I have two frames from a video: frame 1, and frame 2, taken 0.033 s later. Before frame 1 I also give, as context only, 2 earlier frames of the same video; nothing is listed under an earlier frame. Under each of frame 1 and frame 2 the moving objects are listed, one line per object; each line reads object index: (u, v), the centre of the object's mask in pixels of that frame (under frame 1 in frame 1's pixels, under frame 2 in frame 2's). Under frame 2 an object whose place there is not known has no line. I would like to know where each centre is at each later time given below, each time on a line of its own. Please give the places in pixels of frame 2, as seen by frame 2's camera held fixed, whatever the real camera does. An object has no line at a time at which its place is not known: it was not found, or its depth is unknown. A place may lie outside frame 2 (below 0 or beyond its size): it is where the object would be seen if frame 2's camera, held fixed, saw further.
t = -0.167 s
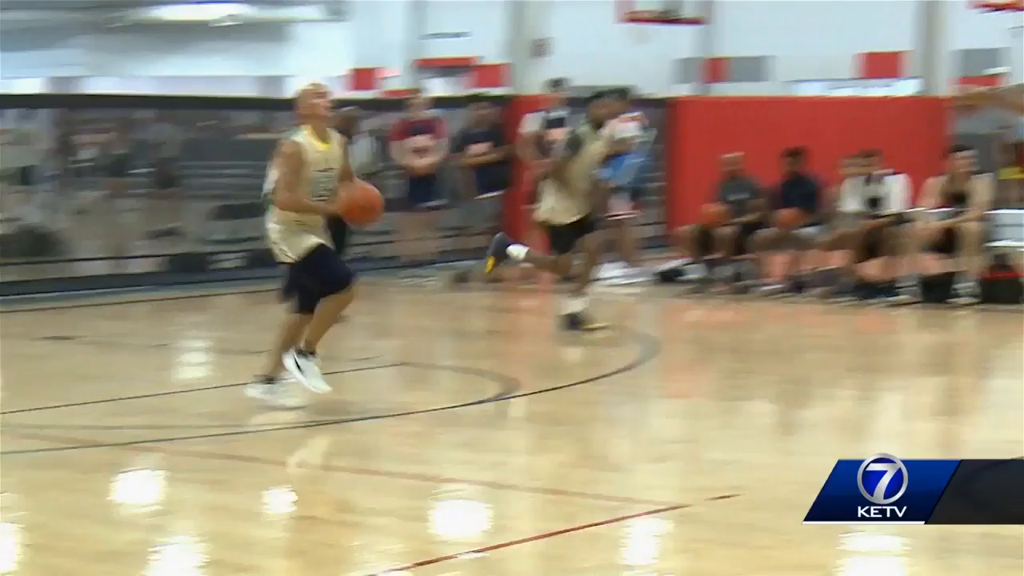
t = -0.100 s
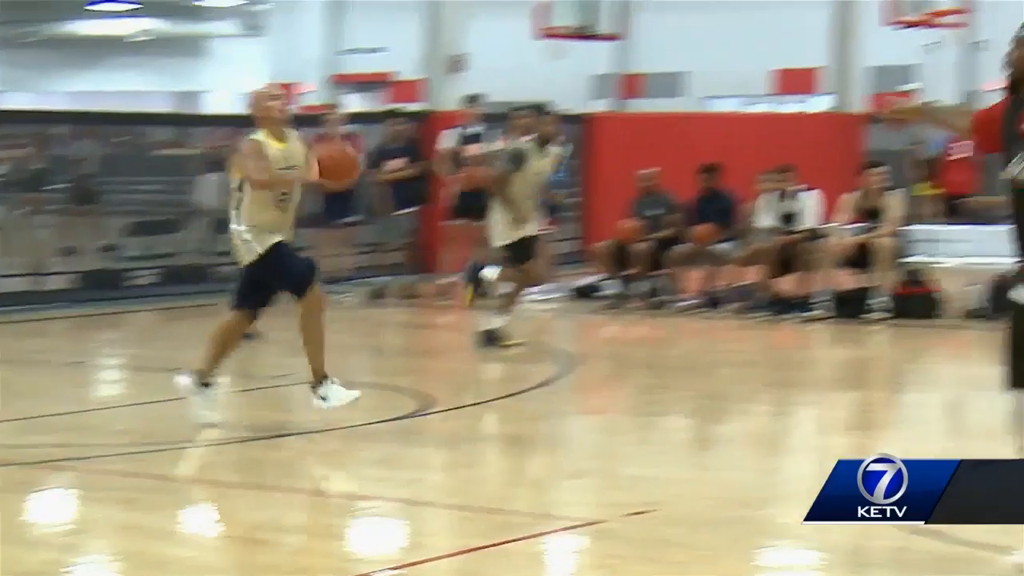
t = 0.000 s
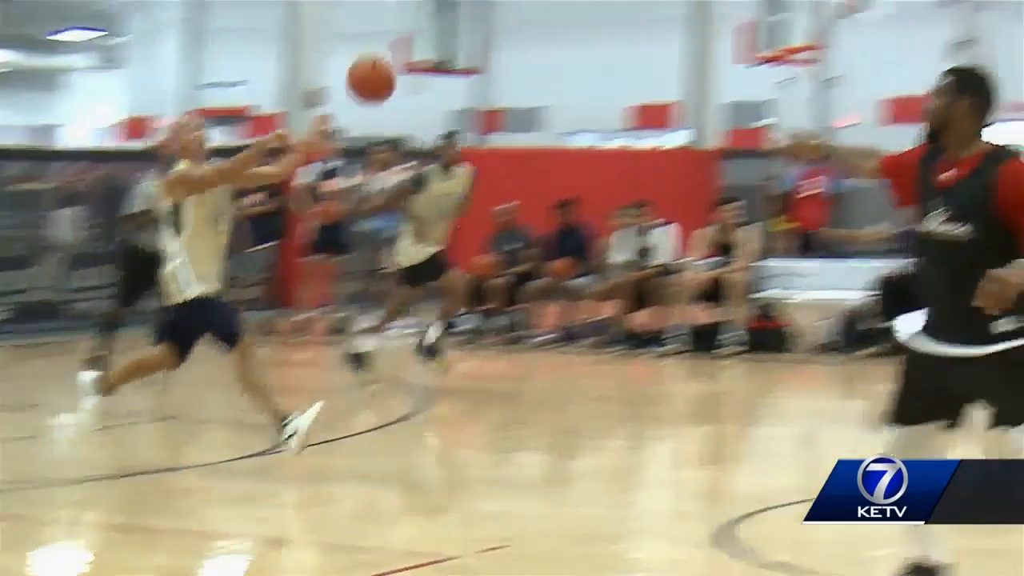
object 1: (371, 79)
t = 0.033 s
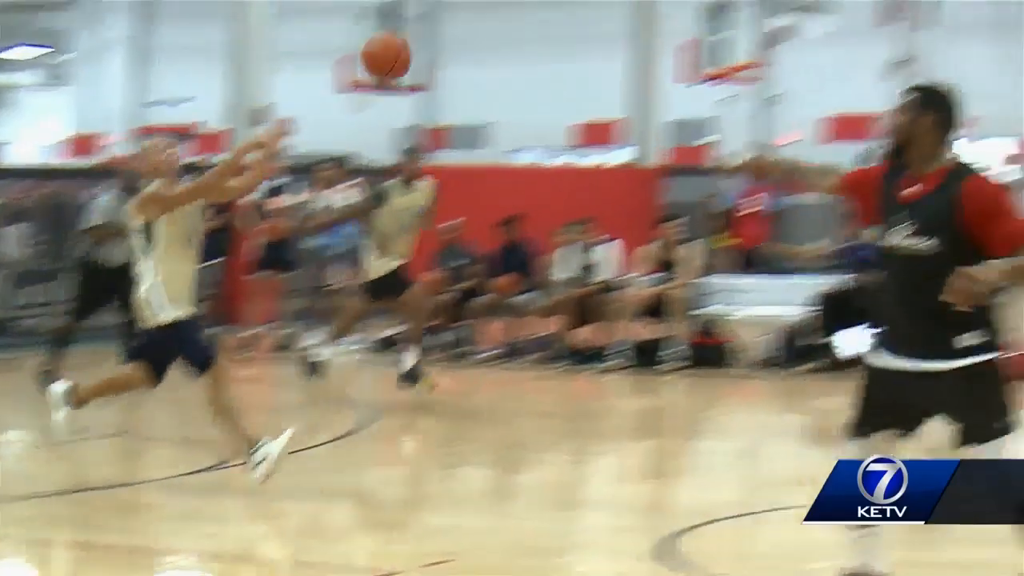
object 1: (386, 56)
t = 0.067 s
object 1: (457, 16)
